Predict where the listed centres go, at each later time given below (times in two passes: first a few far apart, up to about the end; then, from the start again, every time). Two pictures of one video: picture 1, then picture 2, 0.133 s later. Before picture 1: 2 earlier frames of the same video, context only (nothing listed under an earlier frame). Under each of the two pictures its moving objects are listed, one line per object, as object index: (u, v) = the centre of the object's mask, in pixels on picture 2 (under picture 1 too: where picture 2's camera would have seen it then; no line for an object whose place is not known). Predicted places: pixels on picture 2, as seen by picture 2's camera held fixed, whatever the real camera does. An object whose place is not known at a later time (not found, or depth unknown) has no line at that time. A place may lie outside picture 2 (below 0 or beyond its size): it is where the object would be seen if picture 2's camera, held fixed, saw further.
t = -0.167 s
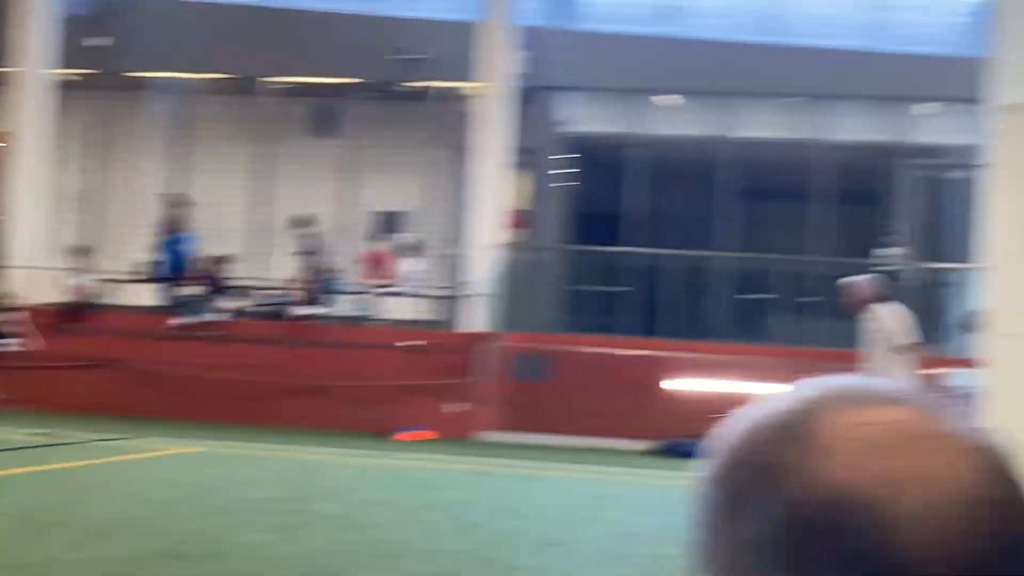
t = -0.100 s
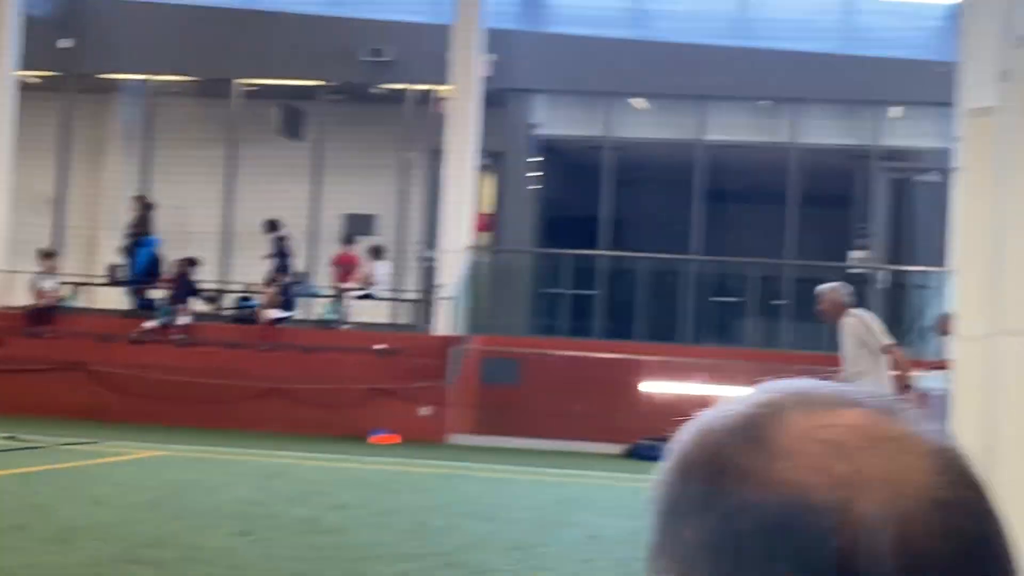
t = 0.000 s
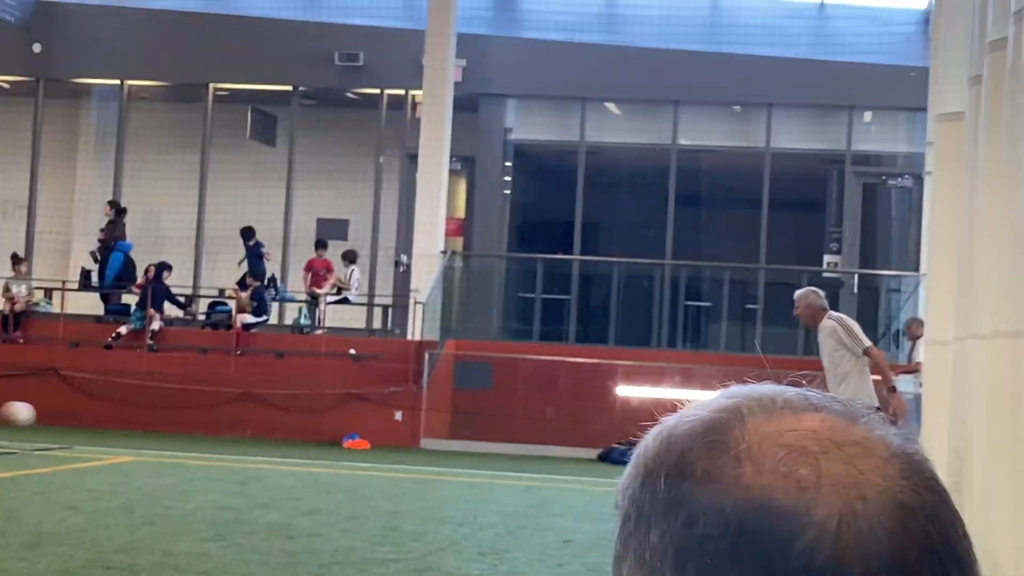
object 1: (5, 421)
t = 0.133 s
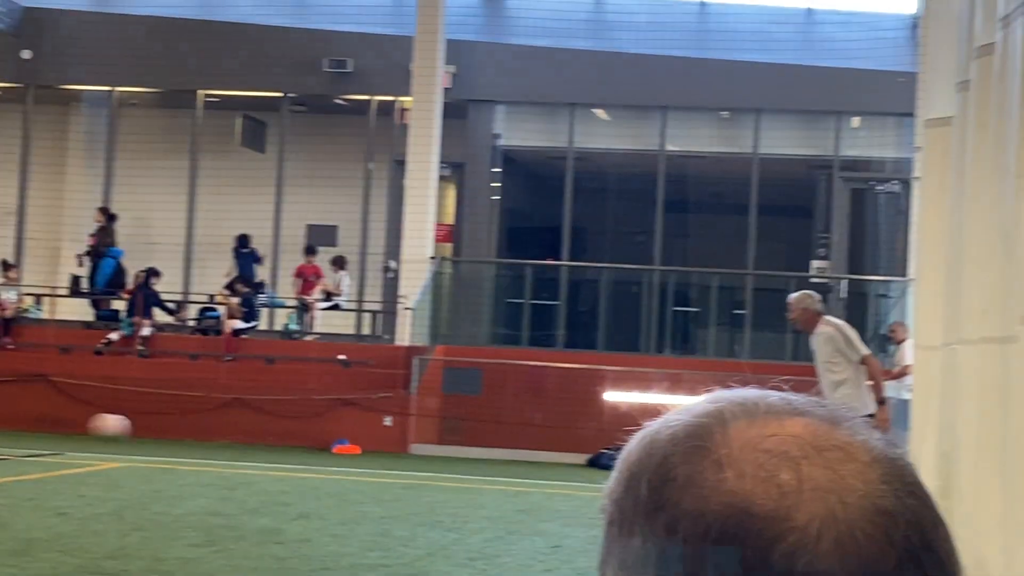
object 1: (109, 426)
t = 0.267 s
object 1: (218, 457)
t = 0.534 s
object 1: (391, 469)
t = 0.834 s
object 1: (567, 501)
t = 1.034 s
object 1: (682, 518)
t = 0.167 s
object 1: (136, 430)
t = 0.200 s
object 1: (164, 439)
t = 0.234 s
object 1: (190, 447)
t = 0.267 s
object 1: (218, 457)
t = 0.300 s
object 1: (244, 469)
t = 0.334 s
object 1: (273, 482)
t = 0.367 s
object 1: (293, 478)
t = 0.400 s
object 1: (312, 473)
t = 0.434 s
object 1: (331, 470)
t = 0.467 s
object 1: (351, 468)
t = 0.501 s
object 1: (371, 468)
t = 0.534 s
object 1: (391, 469)
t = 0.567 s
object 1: (410, 472)
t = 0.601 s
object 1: (431, 477)
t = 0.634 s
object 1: (451, 484)
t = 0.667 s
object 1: (472, 493)
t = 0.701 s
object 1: (493, 503)
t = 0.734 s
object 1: (511, 505)
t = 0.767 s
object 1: (530, 501)
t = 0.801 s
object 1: (548, 500)
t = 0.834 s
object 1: (567, 501)
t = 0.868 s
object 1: (586, 502)
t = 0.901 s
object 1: (605, 506)
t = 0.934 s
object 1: (623, 512)
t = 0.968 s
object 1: (642, 519)
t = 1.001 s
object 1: (662, 521)
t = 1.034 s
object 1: (682, 518)
